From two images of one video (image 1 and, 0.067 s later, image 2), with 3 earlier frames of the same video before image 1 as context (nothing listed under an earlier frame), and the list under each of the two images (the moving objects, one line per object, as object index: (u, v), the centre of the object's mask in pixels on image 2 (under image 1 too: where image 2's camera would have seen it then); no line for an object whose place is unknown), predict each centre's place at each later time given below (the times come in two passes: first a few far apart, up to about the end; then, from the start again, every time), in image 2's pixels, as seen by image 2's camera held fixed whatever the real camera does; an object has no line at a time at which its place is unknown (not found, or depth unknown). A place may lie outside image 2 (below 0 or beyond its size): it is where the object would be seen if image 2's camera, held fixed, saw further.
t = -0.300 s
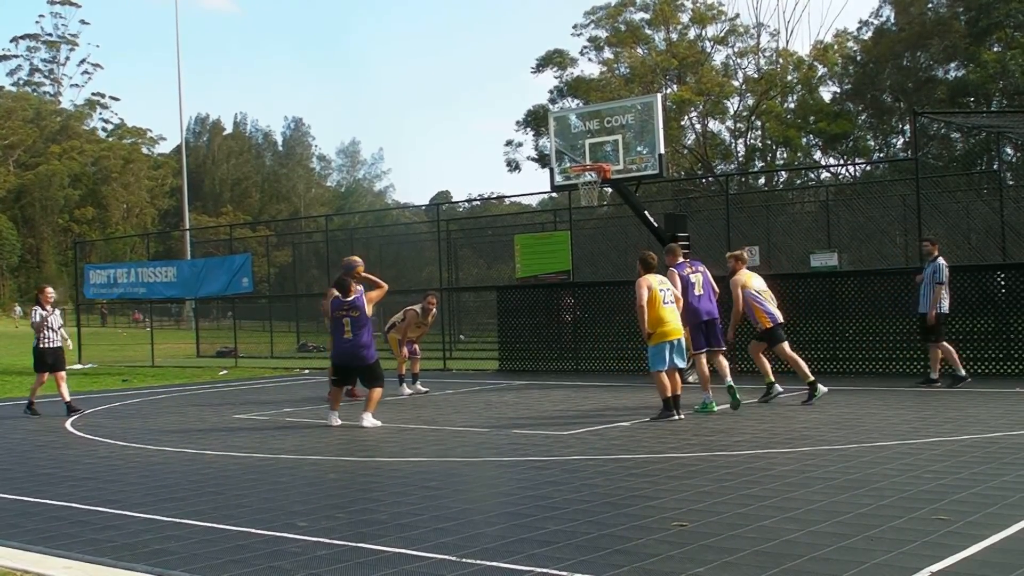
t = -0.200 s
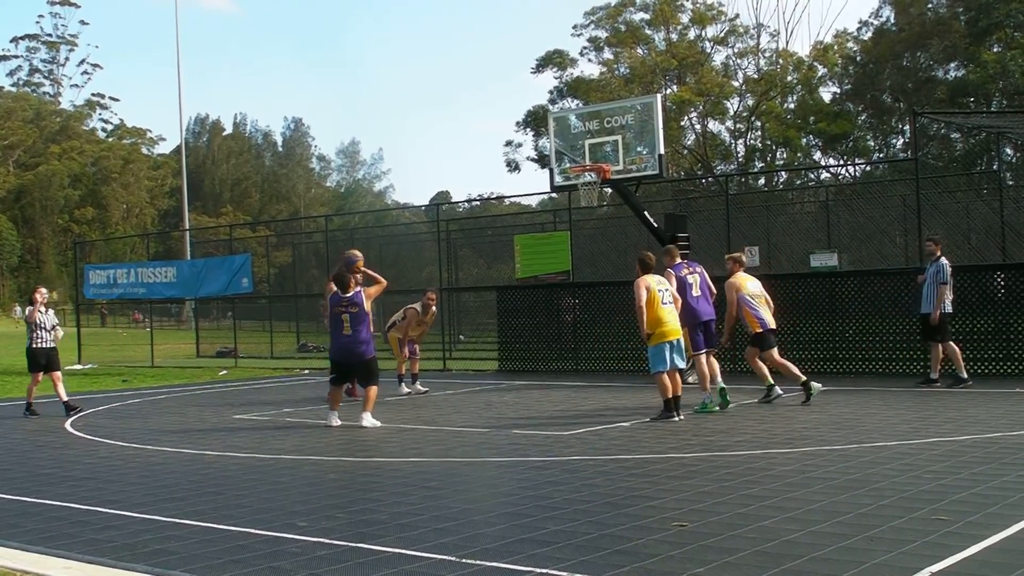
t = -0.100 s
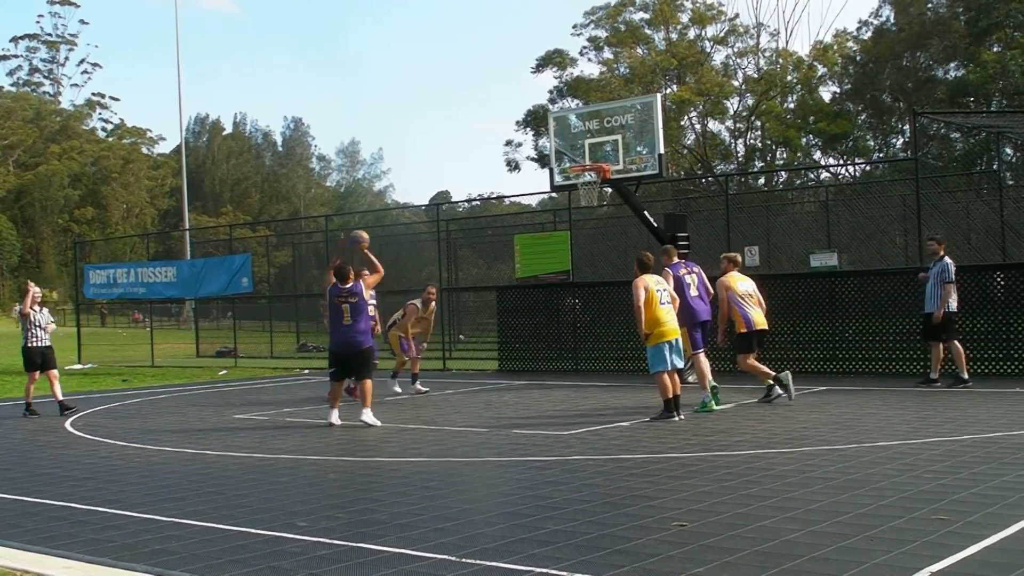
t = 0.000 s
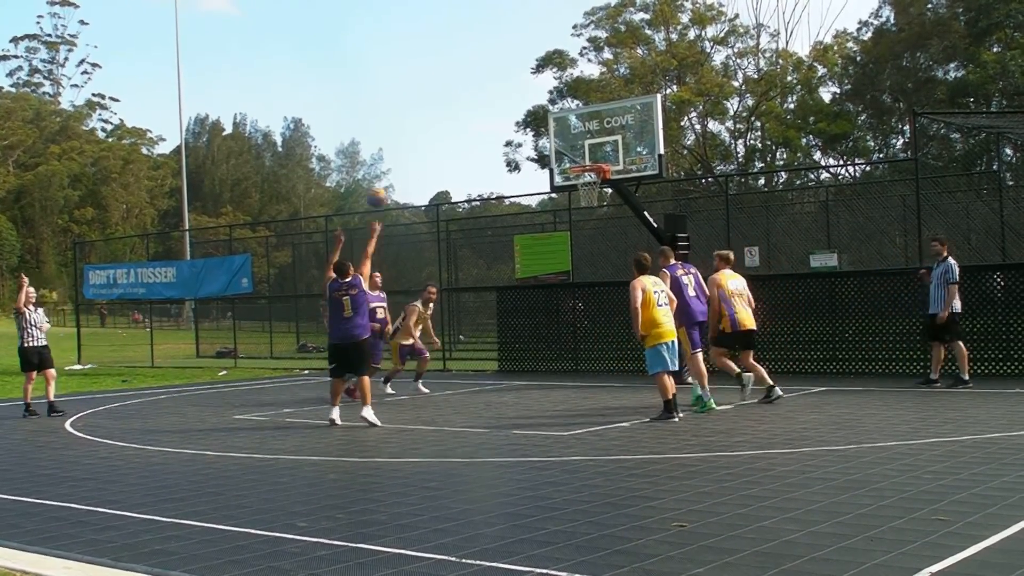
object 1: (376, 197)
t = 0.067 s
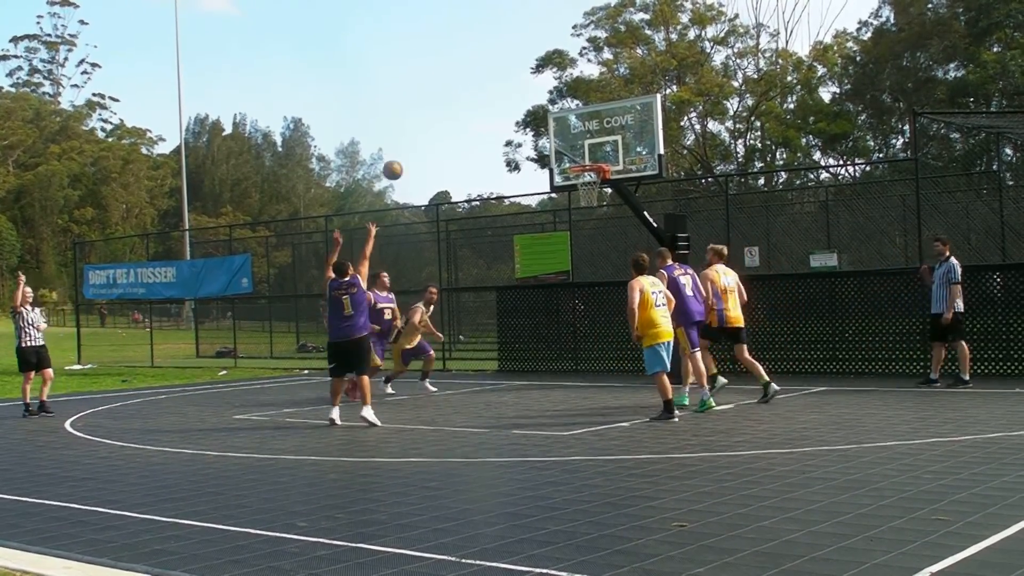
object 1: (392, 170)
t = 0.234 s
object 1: (431, 120)
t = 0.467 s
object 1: (482, 94)
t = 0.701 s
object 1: (532, 110)
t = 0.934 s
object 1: (573, 158)
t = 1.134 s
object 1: (552, 144)
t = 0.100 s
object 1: (400, 157)
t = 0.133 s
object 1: (408, 147)
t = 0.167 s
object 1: (416, 137)
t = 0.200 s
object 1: (424, 128)
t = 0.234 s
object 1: (431, 120)
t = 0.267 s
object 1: (439, 114)
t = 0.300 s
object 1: (446, 108)
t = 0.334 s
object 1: (454, 103)
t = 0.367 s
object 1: (461, 99)
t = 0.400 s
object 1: (468, 97)
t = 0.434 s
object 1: (475, 94)
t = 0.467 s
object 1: (482, 94)
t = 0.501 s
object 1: (490, 93)
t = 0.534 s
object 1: (497, 94)
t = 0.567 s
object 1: (504, 96)
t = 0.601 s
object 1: (511, 98)
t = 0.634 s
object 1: (518, 101)
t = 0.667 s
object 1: (525, 106)
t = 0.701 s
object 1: (532, 110)
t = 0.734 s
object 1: (538, 113)
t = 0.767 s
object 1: (545, 123)
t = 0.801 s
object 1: (552, 129)
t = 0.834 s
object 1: (559, 138)
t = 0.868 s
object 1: (565, 146)
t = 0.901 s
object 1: (573, 157)
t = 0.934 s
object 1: (573, 158)
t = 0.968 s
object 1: (570, 154)
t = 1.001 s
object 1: (566, 150)
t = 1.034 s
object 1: (562, 147)
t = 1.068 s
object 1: (559, 146)
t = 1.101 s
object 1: (555, 144)
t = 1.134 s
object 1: (552, 144)
